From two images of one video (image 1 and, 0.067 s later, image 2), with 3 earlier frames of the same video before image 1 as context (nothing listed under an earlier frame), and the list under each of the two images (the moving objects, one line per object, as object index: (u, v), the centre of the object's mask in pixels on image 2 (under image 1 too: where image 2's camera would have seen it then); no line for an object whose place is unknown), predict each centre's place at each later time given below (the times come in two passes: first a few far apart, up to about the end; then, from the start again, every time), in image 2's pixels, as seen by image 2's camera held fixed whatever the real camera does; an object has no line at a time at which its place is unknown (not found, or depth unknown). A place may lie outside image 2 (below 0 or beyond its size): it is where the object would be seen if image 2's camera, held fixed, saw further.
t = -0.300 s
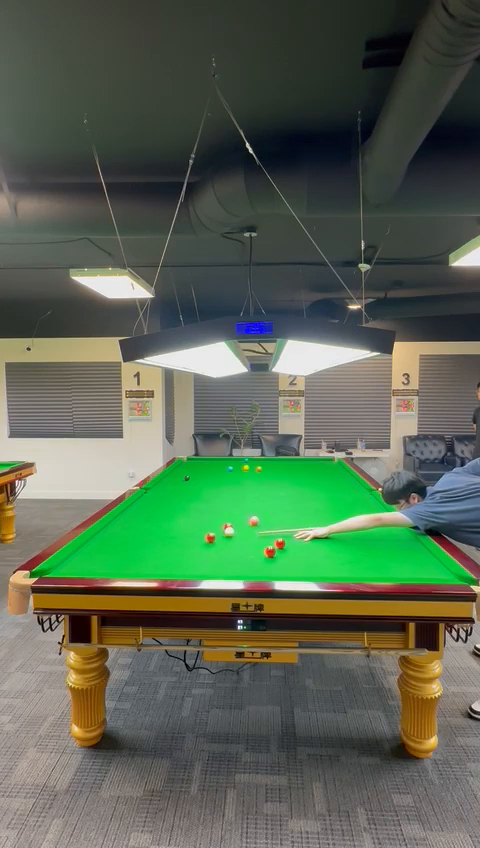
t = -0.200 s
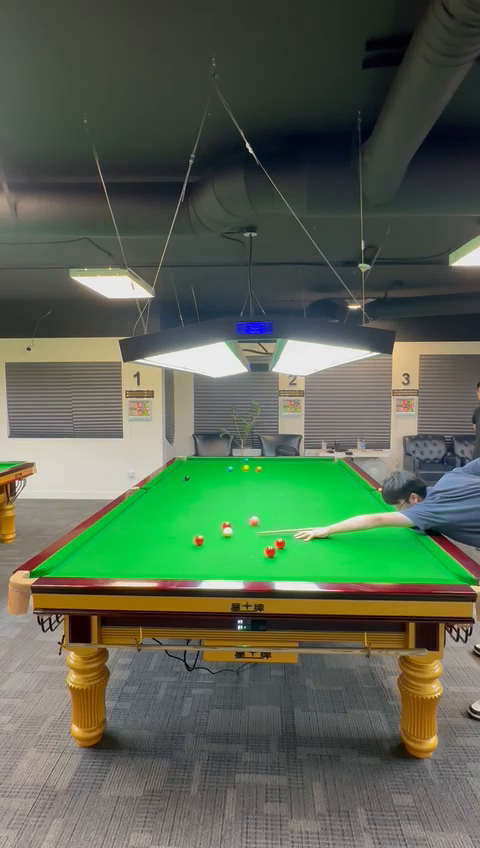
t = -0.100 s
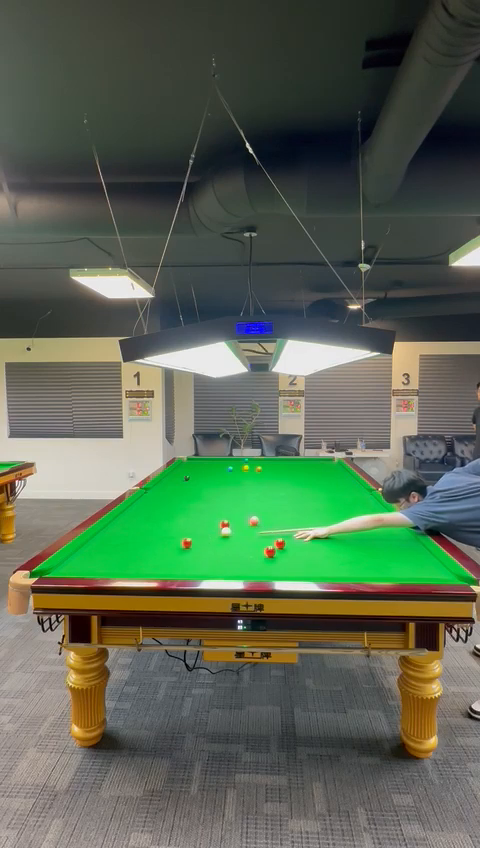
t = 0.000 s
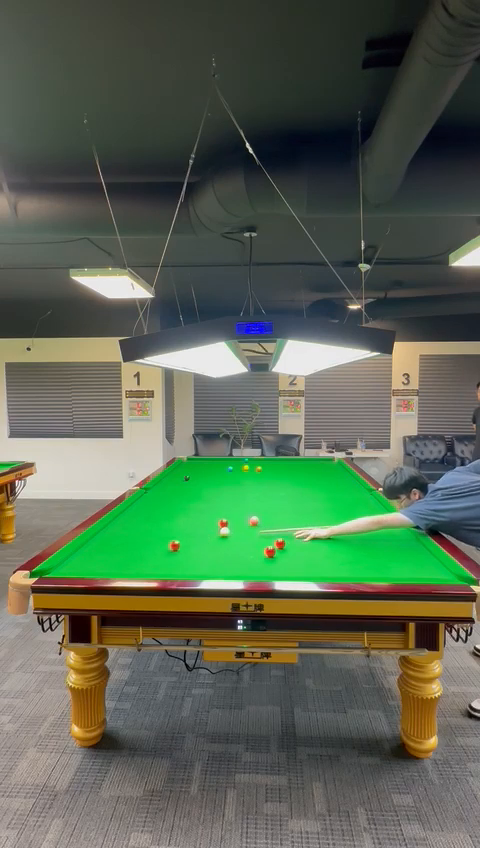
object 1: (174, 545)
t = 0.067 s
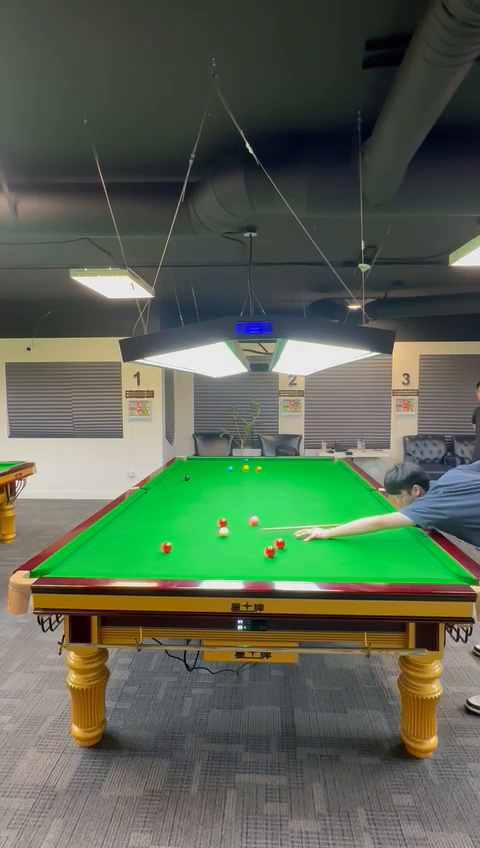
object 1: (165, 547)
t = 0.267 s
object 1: (140, 553)
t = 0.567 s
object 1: (99, 562)
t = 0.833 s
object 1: (62, 568)
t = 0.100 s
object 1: (161, 548)
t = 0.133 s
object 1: (157, 549)
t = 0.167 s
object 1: (153, 550)
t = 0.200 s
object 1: (149, 551)
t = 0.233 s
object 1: (144, 552)
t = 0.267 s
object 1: (140, 553)
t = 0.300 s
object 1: (135, 554)
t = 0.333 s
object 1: (131, 555)
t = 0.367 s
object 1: (127, 556)
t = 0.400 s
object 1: (122, 557)
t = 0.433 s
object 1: (118, 558)
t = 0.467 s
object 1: (113, 559)
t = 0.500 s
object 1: (109, 560)
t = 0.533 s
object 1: (104, 561)
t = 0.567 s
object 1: (99, 562)
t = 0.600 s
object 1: (95, 563)
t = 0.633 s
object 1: (90, 564)
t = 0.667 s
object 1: (85, 565)
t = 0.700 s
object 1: (81, 566)
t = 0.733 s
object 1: (76, 566)
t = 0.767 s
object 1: (72, 567)
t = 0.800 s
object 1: (67, 568)
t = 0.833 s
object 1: (62, 568)
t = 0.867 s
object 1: (57, 569)
